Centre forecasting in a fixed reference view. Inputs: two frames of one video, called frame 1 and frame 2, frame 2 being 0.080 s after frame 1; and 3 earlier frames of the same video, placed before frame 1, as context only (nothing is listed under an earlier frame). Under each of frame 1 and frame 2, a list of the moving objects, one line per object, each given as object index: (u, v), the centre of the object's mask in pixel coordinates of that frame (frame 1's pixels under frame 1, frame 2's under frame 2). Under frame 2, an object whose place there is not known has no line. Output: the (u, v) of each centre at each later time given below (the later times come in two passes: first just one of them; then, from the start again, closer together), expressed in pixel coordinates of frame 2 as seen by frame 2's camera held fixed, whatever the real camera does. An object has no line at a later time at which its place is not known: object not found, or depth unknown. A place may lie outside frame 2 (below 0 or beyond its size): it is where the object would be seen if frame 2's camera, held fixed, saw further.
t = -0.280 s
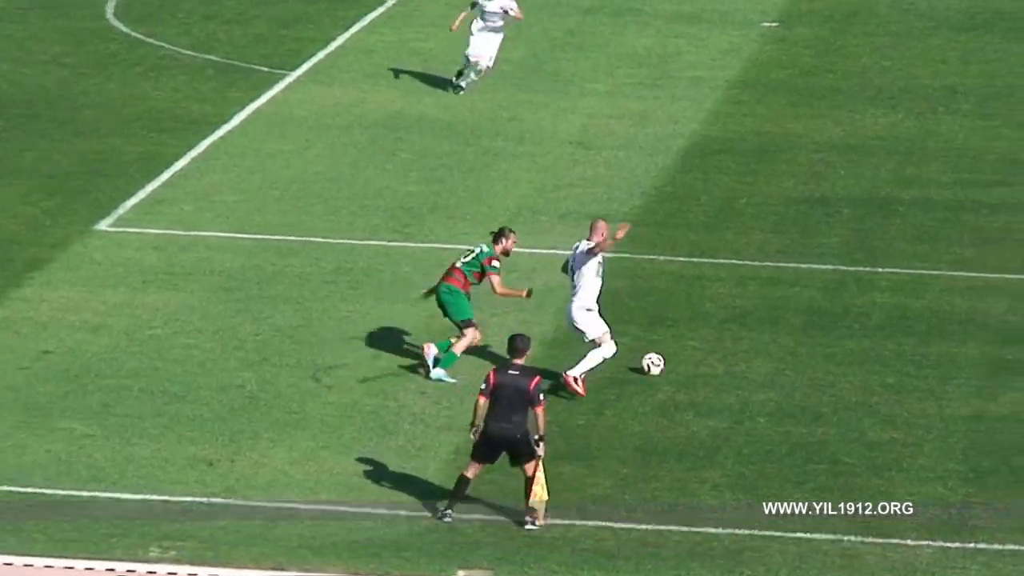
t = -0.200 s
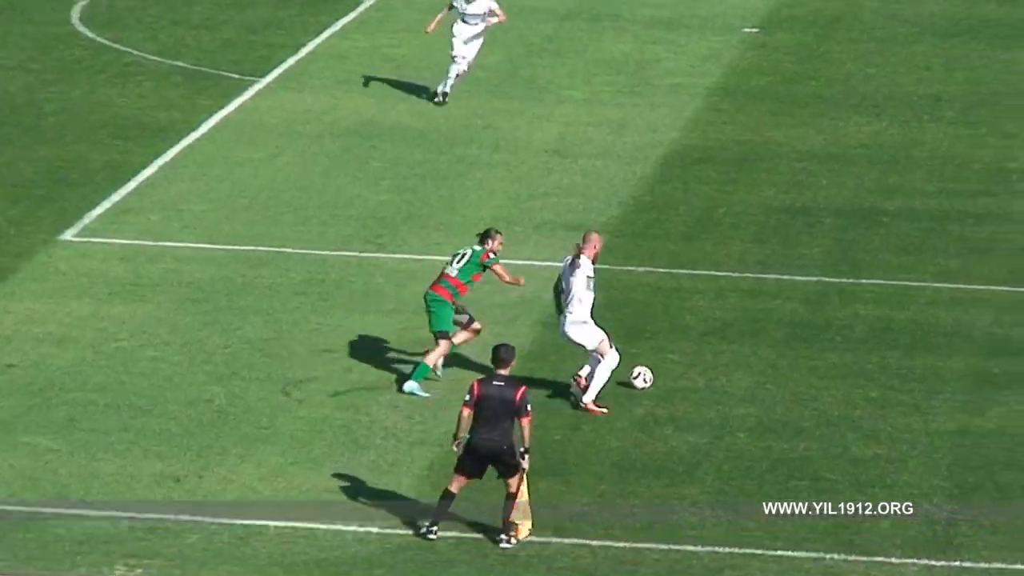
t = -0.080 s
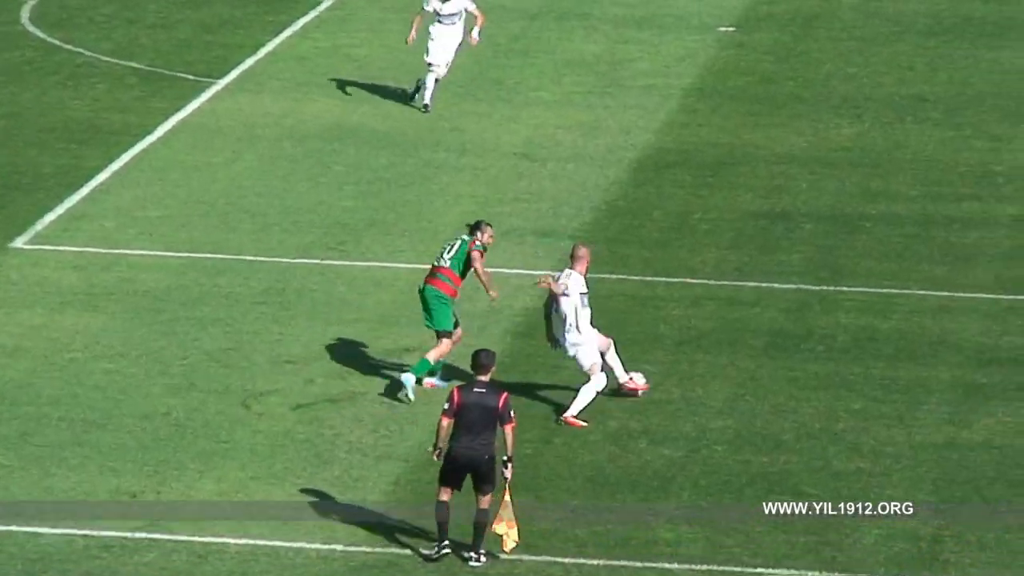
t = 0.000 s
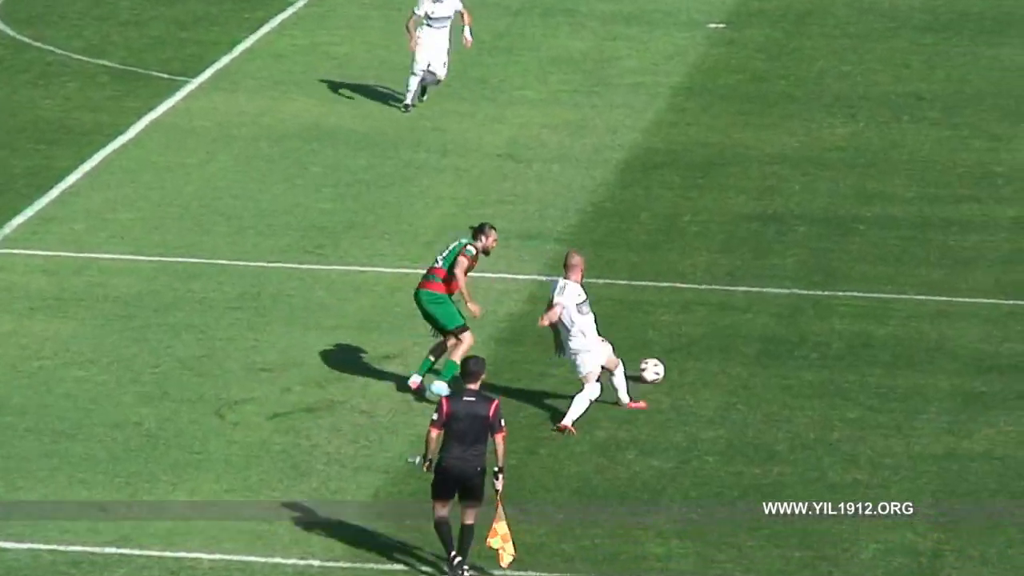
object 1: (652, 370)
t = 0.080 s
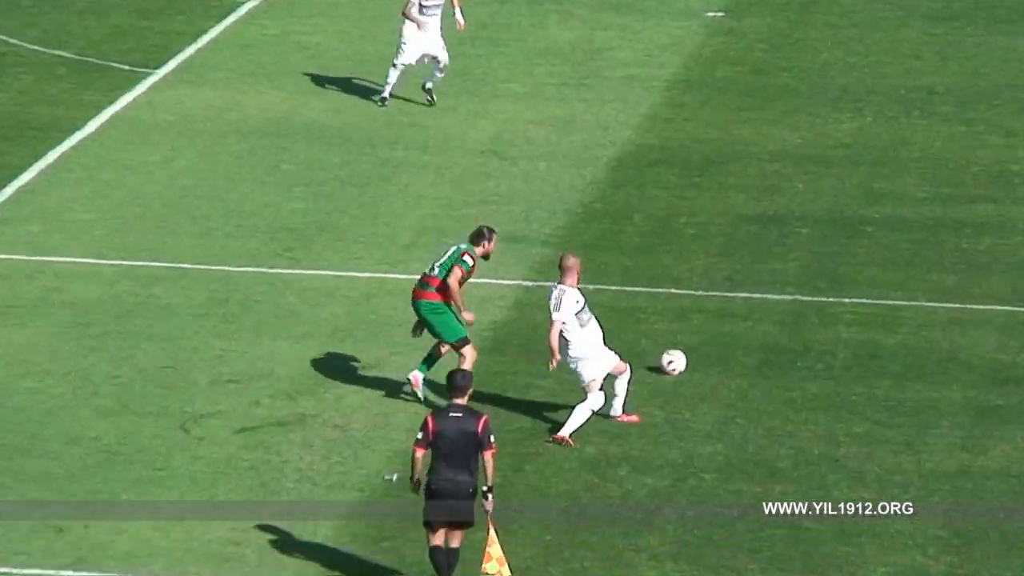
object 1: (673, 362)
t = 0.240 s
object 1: (721, 325)
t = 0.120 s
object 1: (687, 350)
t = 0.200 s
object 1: (710, 332)
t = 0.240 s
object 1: (721, 325)
